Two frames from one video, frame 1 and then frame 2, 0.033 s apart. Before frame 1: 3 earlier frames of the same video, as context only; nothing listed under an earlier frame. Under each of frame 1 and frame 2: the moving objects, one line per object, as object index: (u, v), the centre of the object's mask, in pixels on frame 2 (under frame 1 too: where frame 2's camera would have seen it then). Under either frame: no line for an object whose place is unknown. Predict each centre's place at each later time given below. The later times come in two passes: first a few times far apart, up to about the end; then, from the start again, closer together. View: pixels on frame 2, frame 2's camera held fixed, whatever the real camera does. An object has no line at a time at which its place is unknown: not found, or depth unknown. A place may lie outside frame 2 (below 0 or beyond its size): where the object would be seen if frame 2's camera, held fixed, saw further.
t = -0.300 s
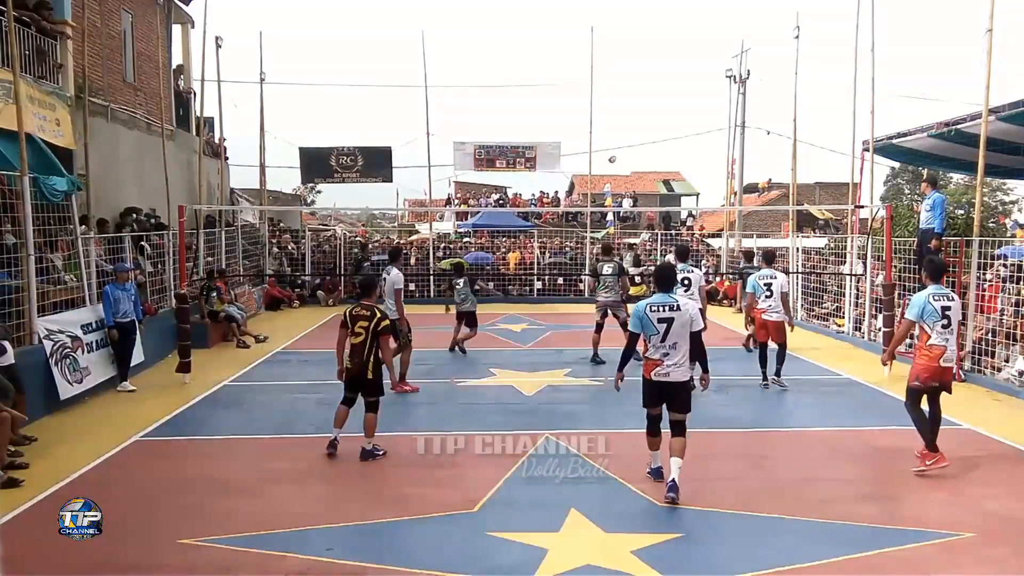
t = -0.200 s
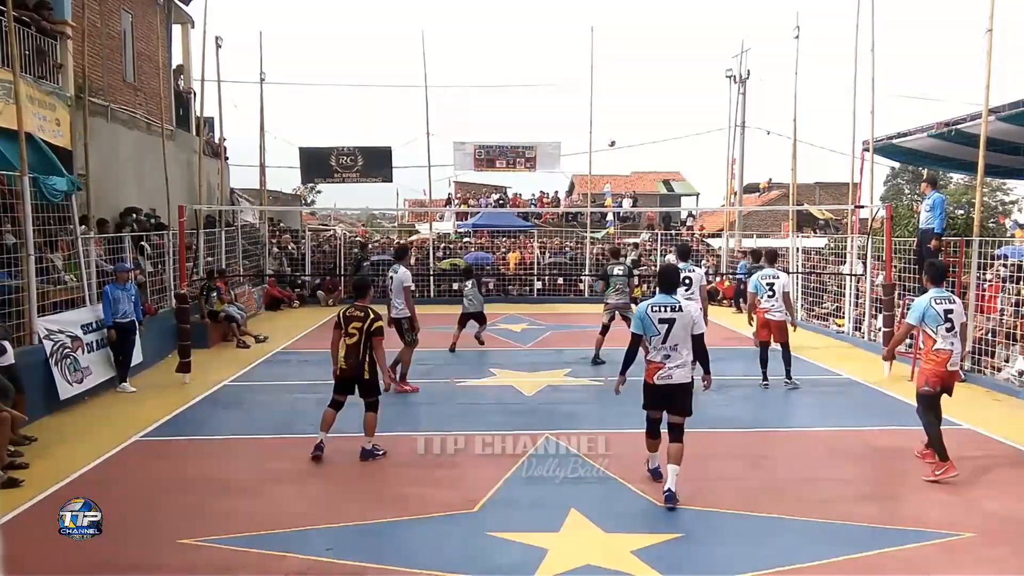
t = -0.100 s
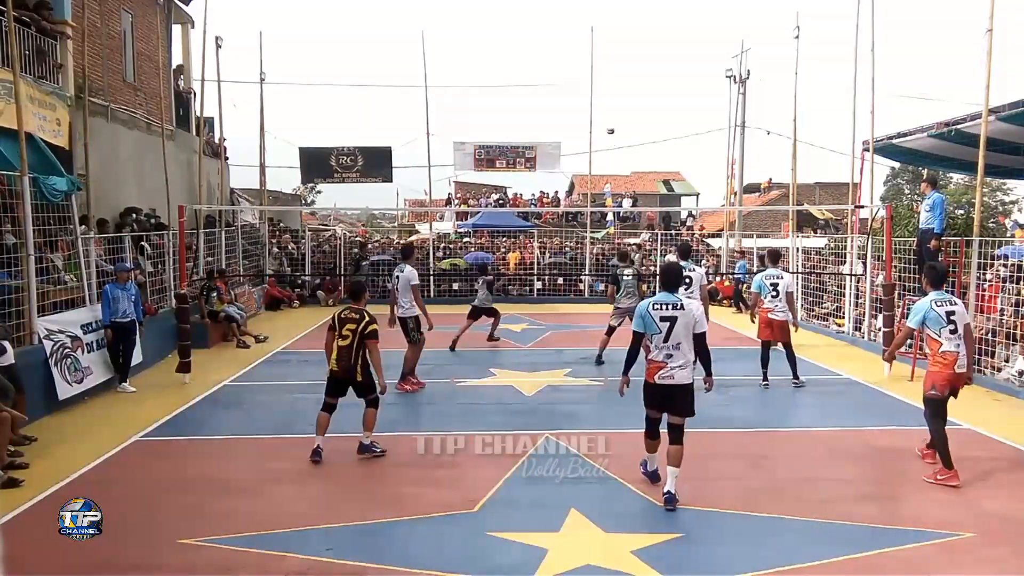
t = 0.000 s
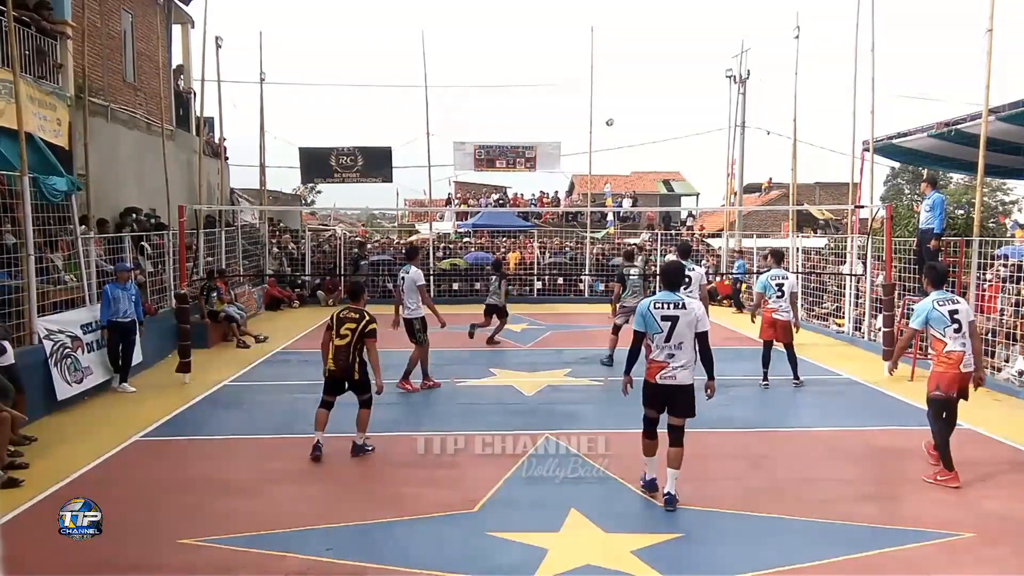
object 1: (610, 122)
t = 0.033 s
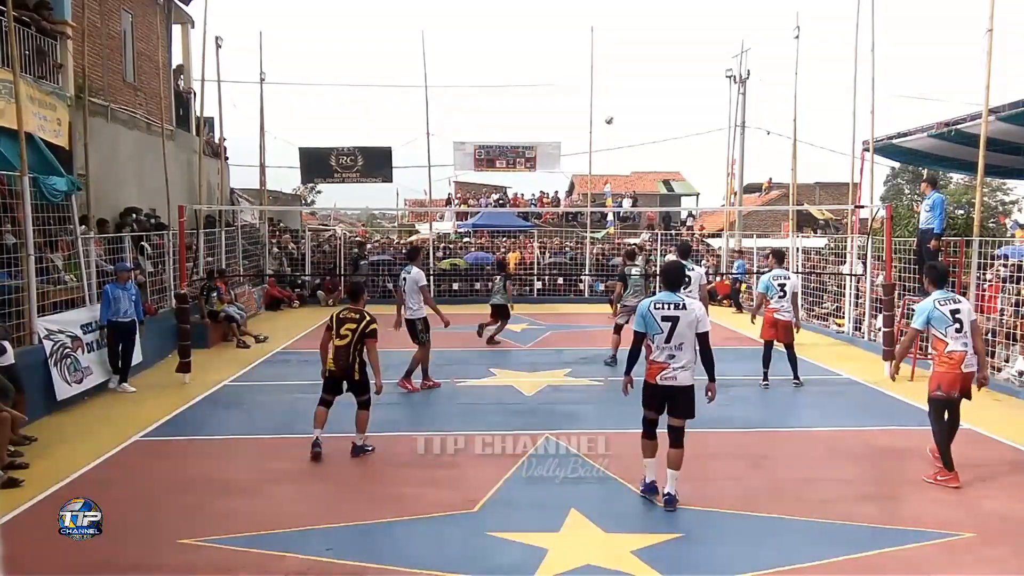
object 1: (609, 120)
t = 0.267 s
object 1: (606, 120)
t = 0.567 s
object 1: (601, 156)
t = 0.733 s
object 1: (599, 194)
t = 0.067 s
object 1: (609, 119)
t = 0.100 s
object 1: (609, 118)
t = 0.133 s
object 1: (608, 117)
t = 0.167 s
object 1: (607, 117)
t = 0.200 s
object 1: (607, 118)
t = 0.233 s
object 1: (607, 119)
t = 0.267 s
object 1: (606, 120)
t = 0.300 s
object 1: (606, 122)
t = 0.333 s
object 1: (605, 125)
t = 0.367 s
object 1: (605, 128)
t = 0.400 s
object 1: (605, 131)
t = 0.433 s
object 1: (604, 135)
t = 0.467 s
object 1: (603, 139)
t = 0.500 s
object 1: (602, 145)
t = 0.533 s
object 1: (602, 151)
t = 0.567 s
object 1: (601, 156)
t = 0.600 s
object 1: (601, 163)
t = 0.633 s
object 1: (600, 169)
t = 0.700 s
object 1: (598, 185)
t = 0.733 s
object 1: (599, 194)
